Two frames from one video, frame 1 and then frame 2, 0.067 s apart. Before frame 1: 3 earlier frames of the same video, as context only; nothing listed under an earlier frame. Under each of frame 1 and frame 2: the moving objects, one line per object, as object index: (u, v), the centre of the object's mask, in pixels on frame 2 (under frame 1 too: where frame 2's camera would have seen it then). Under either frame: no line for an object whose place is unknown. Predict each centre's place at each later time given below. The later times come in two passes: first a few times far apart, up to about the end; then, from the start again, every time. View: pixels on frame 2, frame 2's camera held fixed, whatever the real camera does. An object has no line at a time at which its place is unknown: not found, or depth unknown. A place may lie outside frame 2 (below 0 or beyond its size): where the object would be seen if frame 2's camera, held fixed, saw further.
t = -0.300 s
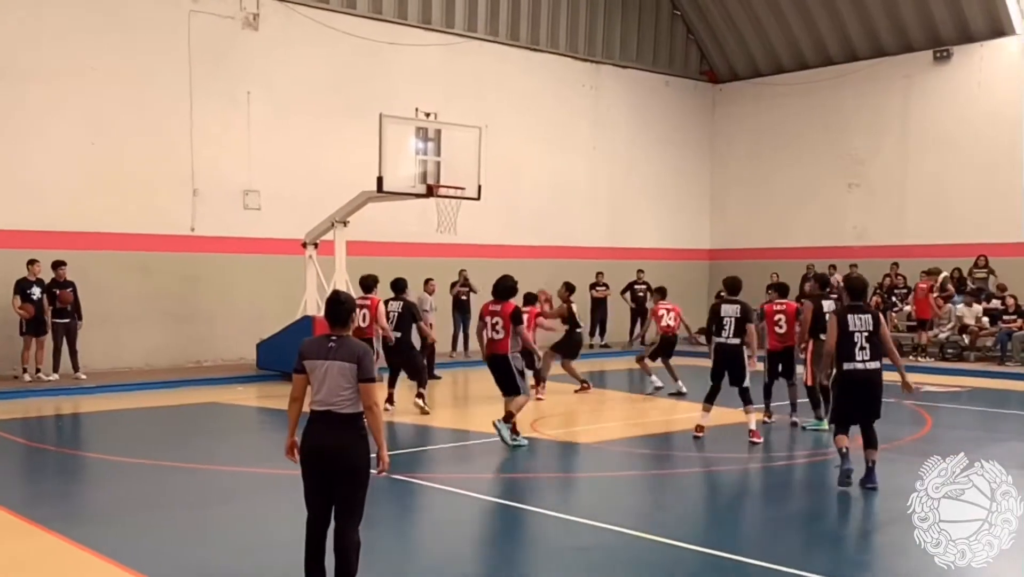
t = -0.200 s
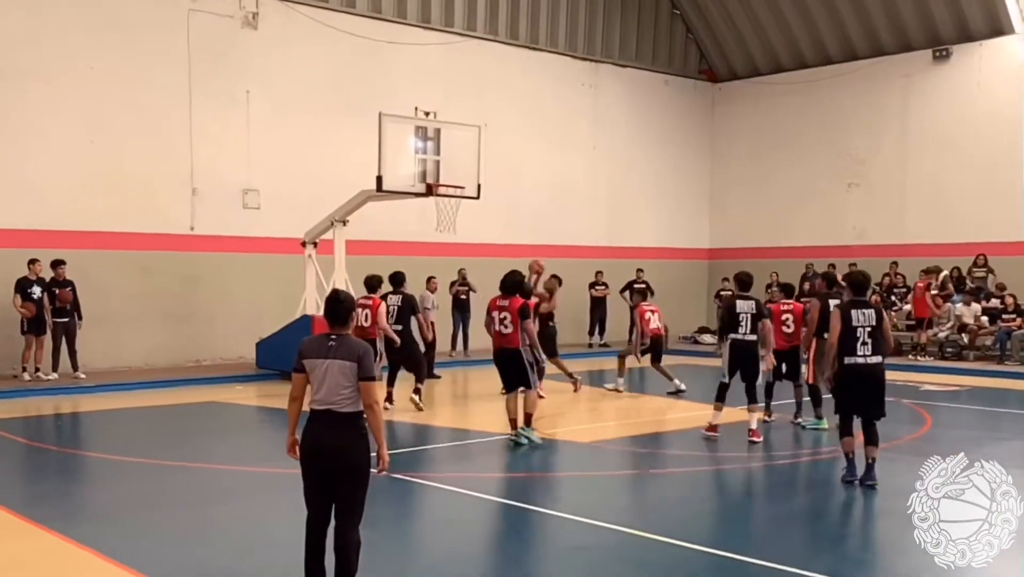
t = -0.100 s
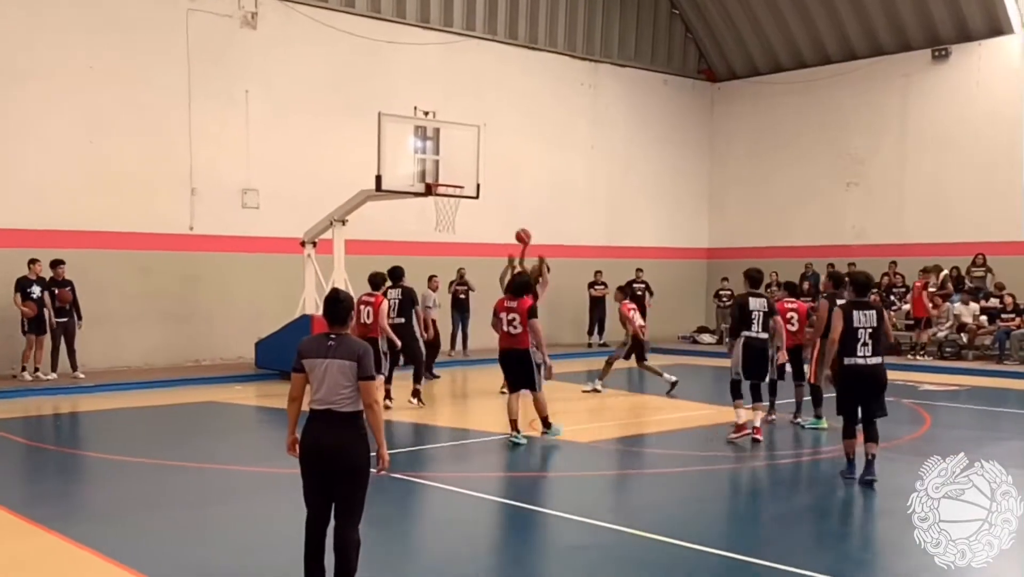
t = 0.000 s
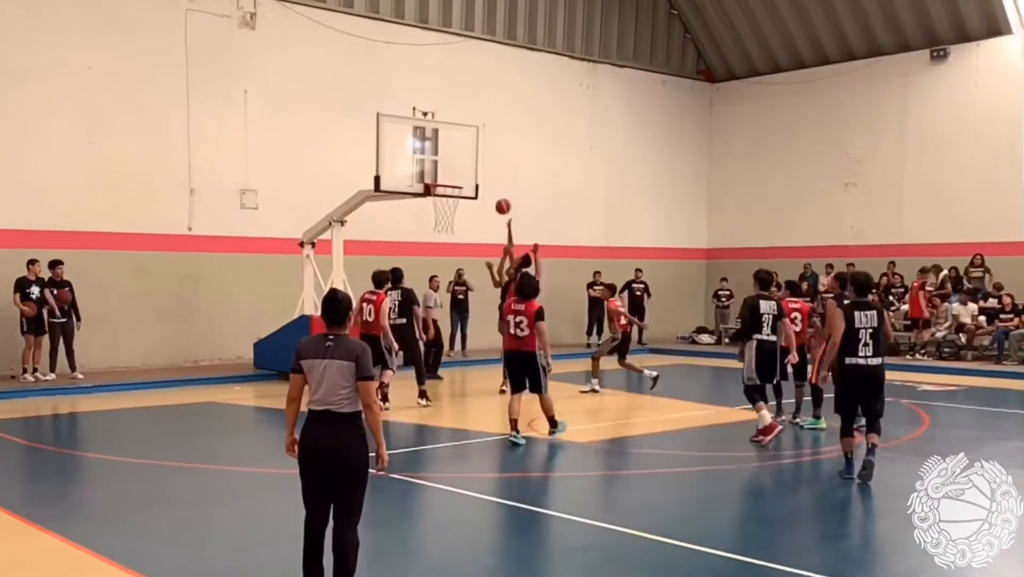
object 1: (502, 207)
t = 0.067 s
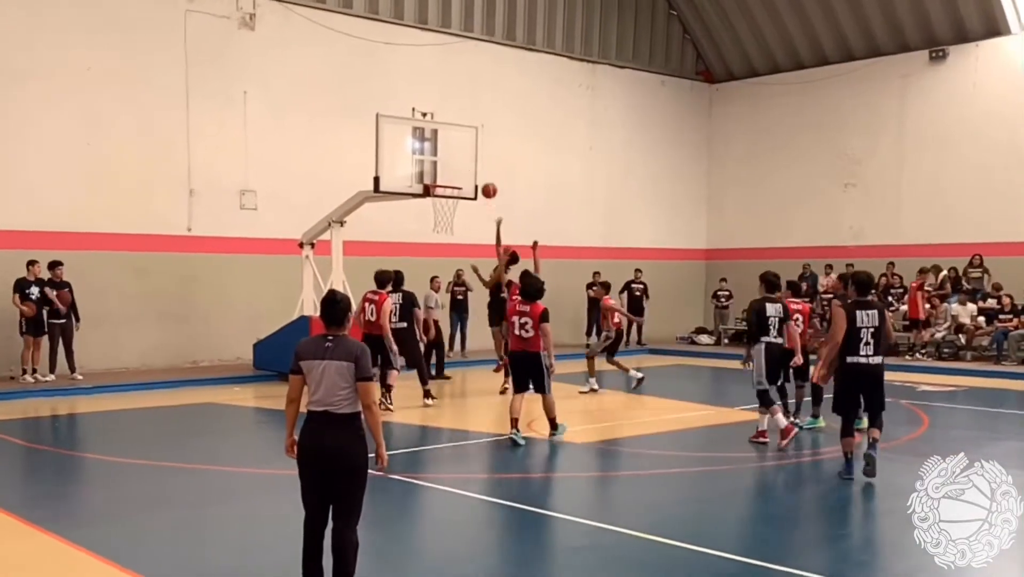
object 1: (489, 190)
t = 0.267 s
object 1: (456, 162)
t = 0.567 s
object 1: (443, 182)
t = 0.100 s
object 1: (482, 183)
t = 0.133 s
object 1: (475, 177)
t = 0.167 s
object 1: (468, 171)
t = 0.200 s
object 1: (462, 166)
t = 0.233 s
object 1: (458, 163)
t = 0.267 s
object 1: (456, 162)
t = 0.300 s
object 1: (455, 161)
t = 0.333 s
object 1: (453, 161)
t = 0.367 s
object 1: (452, 161)
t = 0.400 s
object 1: (451, 163)
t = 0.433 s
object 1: (449, 165)
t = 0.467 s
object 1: (448, 168)
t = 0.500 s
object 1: (446, 172)
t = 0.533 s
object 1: (444, 177)
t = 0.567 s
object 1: (443, 182)
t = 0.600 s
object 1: (443, 188)
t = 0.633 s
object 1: (445, 193)
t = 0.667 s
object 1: (447, 198)
